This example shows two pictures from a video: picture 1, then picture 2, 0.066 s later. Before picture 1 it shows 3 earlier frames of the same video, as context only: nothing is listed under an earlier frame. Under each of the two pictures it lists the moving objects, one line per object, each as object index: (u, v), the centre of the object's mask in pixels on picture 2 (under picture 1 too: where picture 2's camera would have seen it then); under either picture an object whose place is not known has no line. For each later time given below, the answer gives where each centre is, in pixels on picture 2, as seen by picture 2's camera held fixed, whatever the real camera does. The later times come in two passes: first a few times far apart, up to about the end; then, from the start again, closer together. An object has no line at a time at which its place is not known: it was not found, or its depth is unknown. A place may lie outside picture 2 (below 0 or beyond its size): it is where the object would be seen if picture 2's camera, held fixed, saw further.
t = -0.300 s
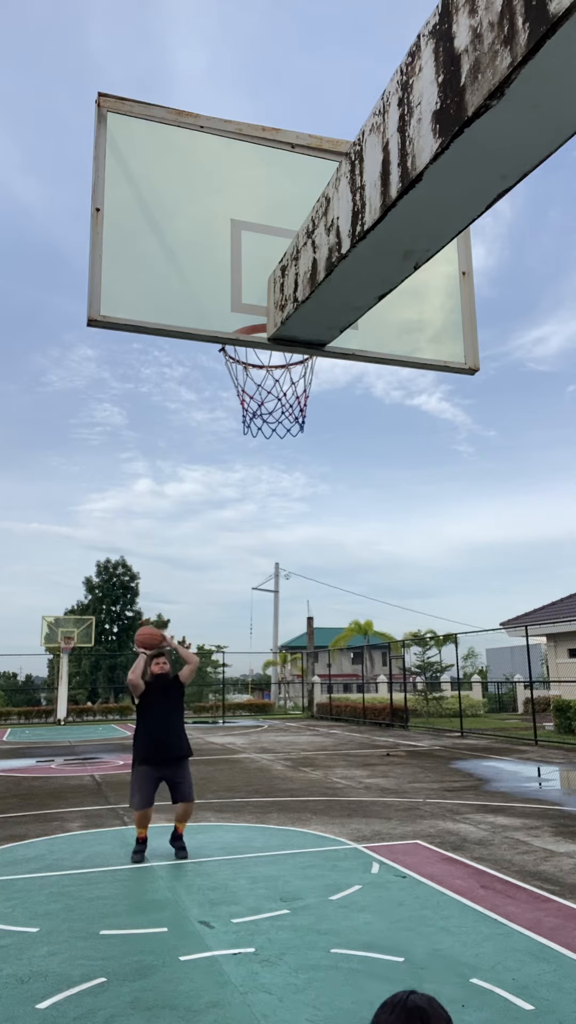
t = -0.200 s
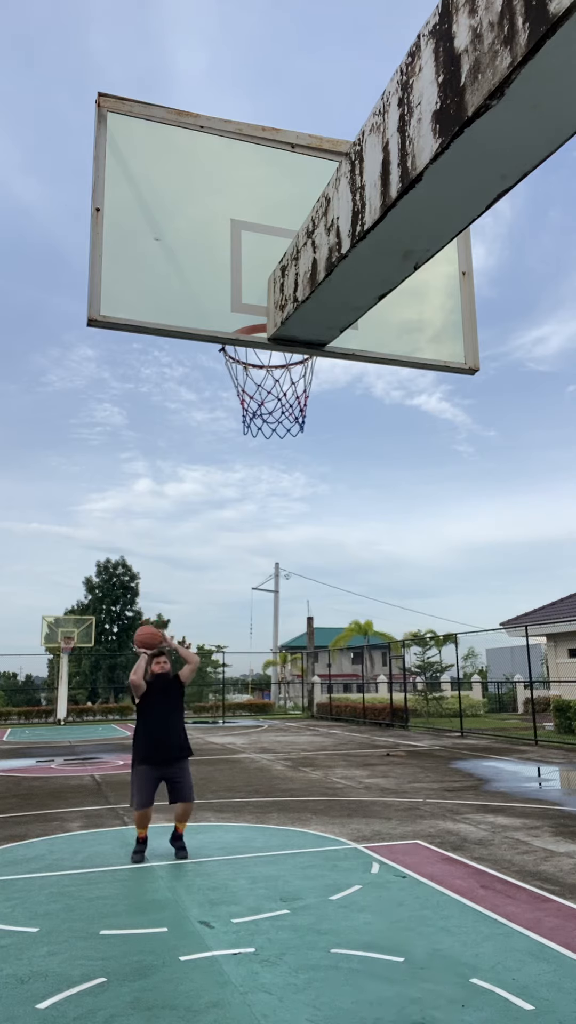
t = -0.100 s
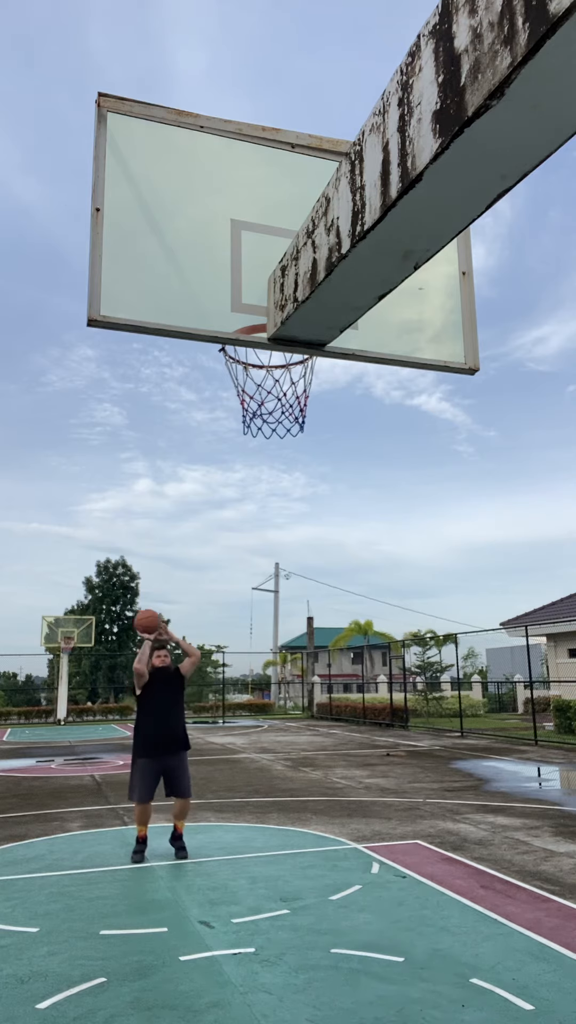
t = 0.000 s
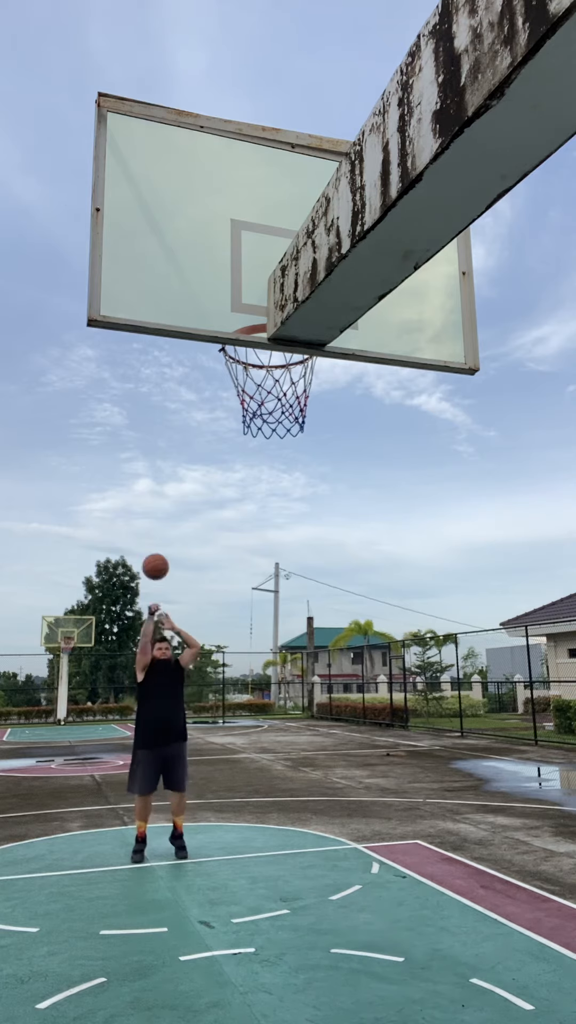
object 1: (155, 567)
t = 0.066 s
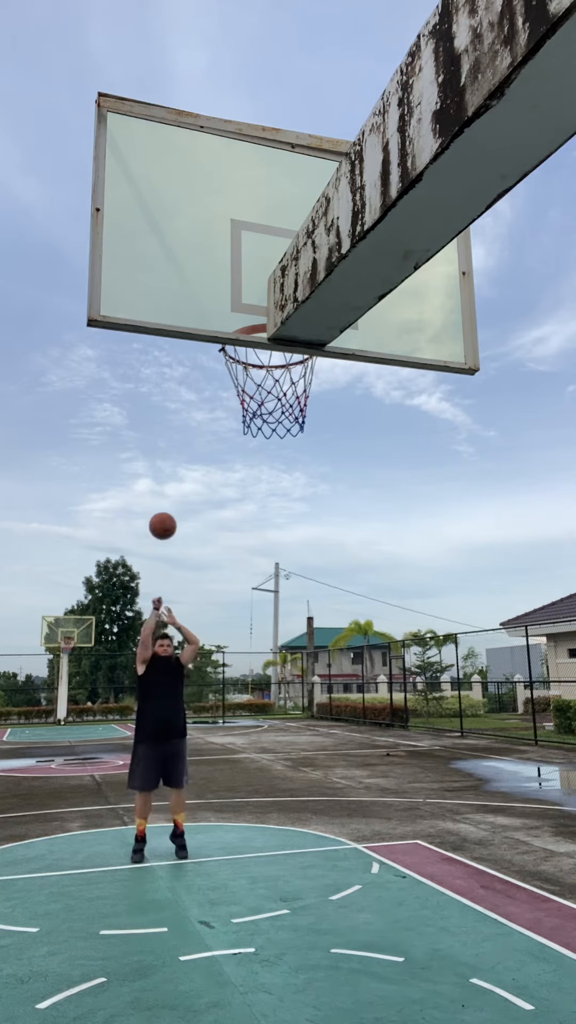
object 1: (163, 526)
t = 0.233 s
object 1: (182, 437)
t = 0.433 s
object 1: (207, 357)
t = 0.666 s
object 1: (242, 319)
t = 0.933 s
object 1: (256, 352)
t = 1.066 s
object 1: (257, 317)
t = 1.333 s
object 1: (315, 377)
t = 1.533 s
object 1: (340, 471)
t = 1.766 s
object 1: (372, 633)
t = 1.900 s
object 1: (388, 751)
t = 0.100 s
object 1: (166, 506)
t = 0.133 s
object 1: (170, 488)
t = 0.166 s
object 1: (174, 470)
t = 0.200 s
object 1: (178, 453)
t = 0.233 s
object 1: (182, 437)
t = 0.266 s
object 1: (186, 421)
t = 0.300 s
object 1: (190, 406)
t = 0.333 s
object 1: (194, 392)
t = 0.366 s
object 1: (199, 379)
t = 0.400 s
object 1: (203, 368)
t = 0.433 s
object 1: (207, 357)
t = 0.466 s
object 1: (210, 352)
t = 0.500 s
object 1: (213, 347)
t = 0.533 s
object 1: (223, 322)
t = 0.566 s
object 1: (227, 320)
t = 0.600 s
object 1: (231, 318)
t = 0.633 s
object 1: (236, 318)
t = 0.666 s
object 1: (242, 319)
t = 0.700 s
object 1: (251, 304)
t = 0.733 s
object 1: (255, 305)
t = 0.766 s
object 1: (259, 298)
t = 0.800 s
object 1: (259, 320)
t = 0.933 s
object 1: (256, 352)
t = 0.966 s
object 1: (248, 351)
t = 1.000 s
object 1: (245, 321)
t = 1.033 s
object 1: (252, 317)
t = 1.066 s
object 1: (257, 317)
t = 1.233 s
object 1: (294, 358)
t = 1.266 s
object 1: (301, 362)
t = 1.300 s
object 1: (312, 370)
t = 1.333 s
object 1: (315, 377)
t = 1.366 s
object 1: (318, 389)
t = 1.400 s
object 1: (323, 402)
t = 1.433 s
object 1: (327, 418)
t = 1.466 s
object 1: (331, 434)
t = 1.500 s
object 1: (336, 452)
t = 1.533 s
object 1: (340, 471)
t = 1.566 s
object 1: (345, 490)
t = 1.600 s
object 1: (349, 511)
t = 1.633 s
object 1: (354, 533)
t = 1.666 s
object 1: (358, 556)
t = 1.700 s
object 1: (362, 580)
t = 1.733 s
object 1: (367, 606)
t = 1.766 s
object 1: (372, 633)
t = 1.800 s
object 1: (375, 660)
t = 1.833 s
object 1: (380, 689)
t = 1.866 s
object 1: (384, 719)
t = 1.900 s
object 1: (388, 751)
